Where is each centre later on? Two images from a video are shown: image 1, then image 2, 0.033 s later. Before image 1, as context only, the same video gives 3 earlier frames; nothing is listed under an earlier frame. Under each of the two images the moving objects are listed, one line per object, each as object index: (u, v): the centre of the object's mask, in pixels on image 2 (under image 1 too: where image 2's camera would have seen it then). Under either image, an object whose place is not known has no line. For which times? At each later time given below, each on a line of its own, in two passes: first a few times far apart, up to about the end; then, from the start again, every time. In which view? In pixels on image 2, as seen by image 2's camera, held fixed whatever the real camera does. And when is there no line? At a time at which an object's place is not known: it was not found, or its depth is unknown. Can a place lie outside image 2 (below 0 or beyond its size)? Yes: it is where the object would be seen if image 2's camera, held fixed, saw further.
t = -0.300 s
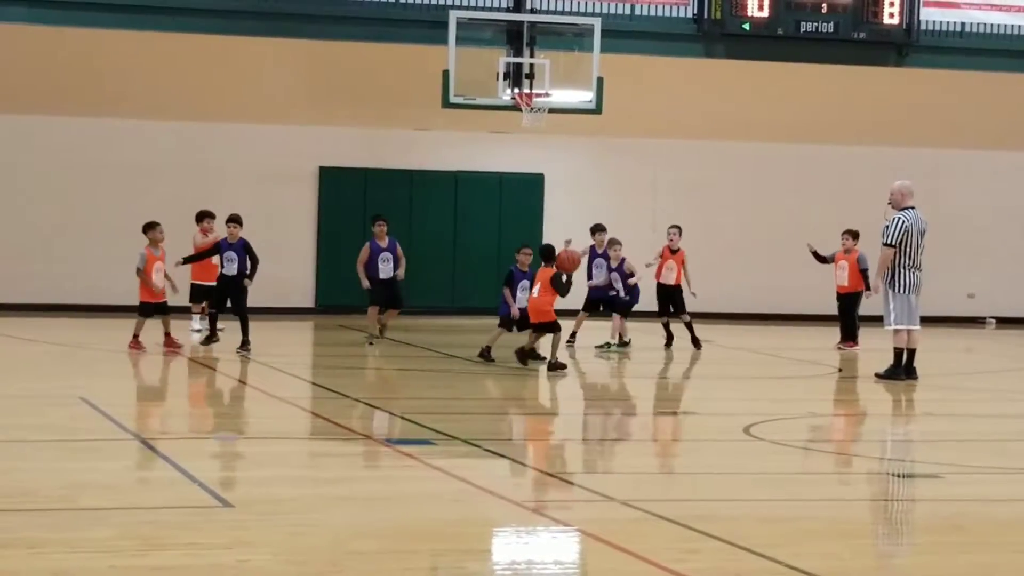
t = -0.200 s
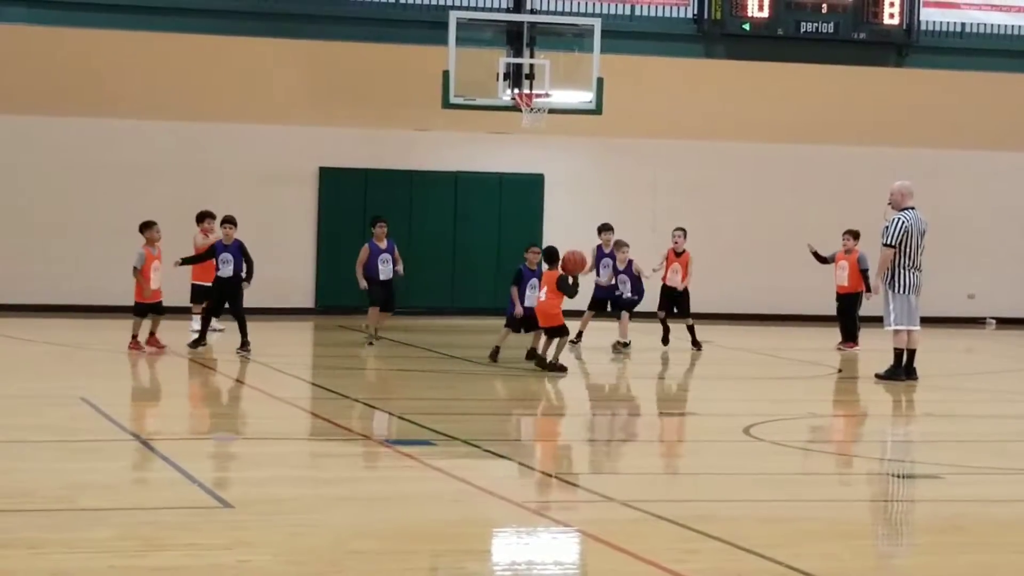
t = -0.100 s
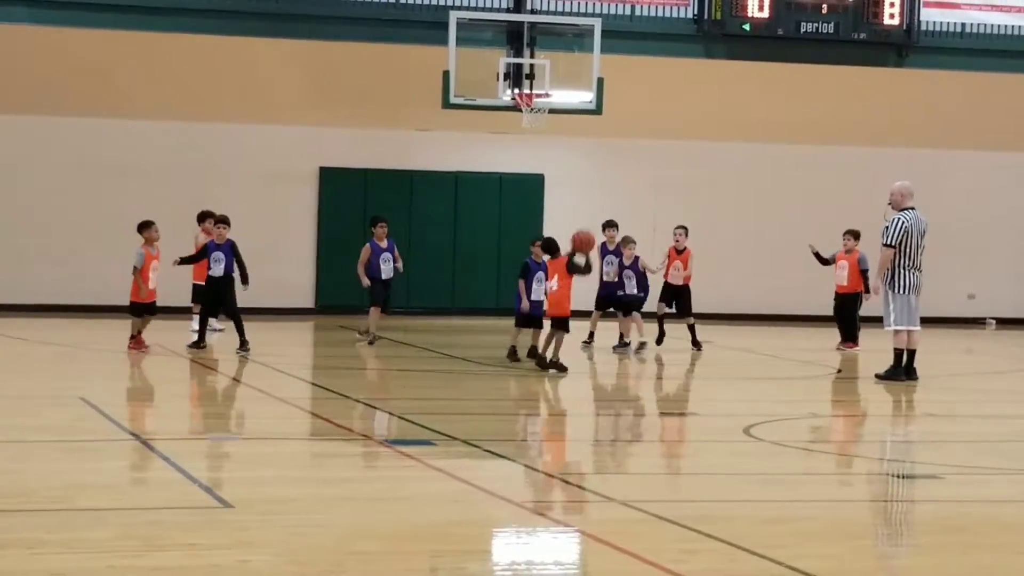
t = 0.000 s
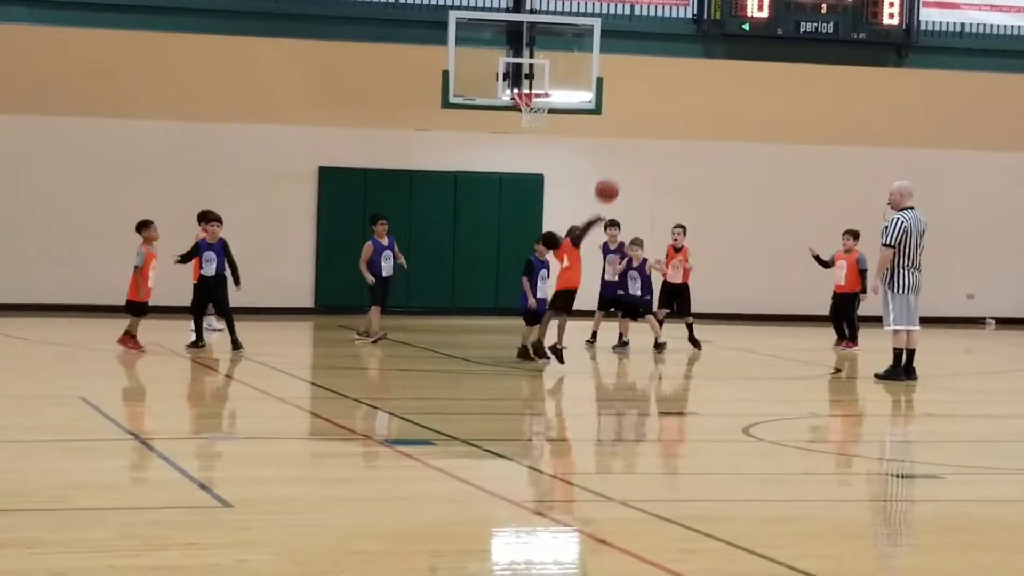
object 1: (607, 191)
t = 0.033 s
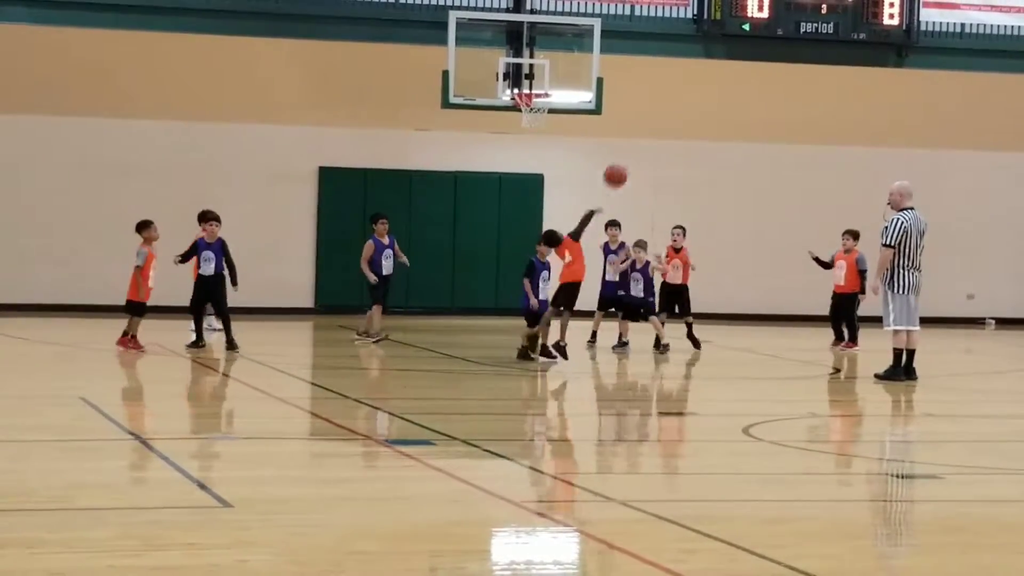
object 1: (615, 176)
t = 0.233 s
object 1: (662, 112)
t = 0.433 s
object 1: (704, 91)
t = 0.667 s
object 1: (747, 113)
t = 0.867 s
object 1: (780, 169)
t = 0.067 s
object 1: (623, 162)
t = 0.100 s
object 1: (631, 149)
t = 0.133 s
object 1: (639, 138)
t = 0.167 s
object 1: (647, 129)
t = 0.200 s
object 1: (655, 120)
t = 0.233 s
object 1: (662, 112)
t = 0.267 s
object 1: (669, 106)
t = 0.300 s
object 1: (677, 101)
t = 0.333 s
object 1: (683, 96)
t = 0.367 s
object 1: (690, 94)
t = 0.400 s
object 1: (697, 92)
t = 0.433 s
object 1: (704, 91)
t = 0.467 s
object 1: (710, 91)
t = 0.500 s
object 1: (717, 92)
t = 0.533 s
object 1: (723, 94)
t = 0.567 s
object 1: (730, 98)
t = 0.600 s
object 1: (736, 102)
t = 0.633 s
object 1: (741, 107)
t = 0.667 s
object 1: (747, 113)
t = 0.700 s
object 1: (753, 121)
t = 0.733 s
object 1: (758, 129)
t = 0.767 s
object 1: (764, 138)
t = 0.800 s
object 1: (769, 147)
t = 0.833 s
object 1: (775, 158)
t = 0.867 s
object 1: (780, 169)
